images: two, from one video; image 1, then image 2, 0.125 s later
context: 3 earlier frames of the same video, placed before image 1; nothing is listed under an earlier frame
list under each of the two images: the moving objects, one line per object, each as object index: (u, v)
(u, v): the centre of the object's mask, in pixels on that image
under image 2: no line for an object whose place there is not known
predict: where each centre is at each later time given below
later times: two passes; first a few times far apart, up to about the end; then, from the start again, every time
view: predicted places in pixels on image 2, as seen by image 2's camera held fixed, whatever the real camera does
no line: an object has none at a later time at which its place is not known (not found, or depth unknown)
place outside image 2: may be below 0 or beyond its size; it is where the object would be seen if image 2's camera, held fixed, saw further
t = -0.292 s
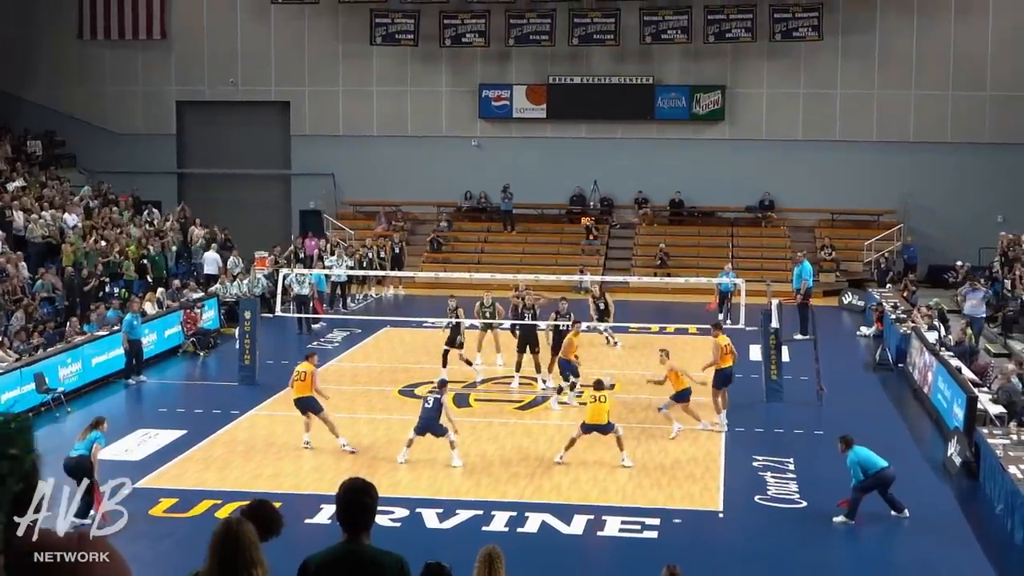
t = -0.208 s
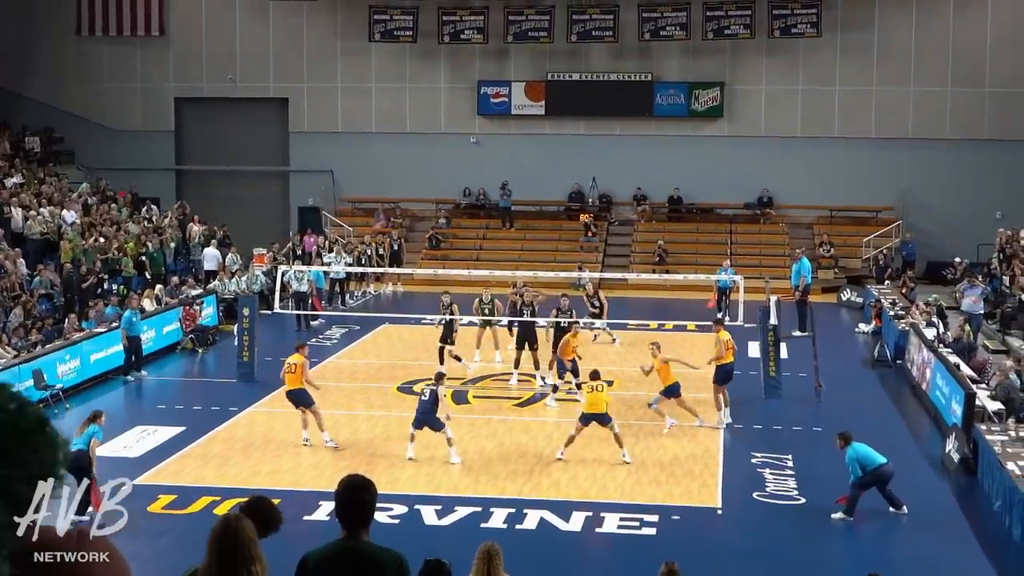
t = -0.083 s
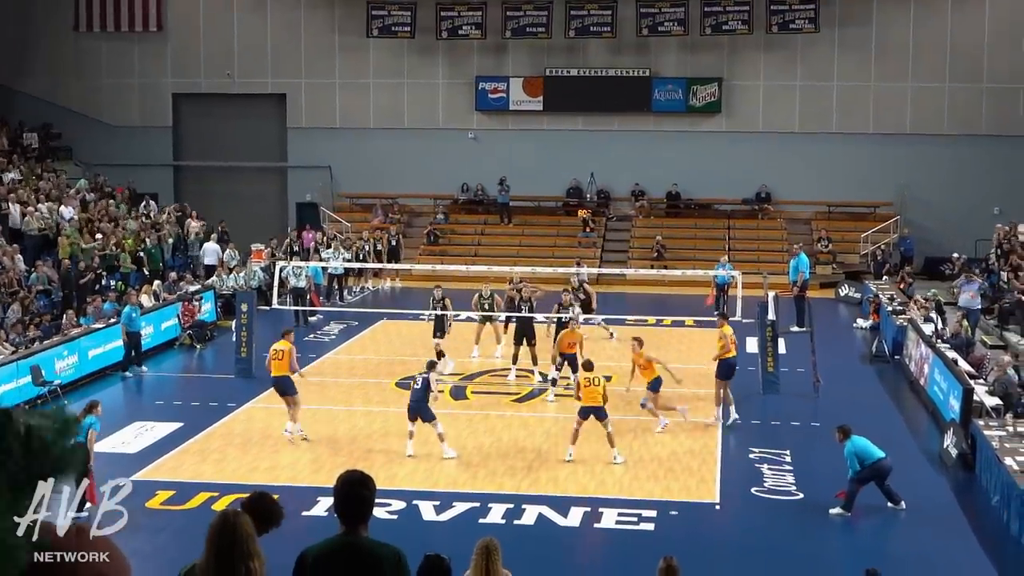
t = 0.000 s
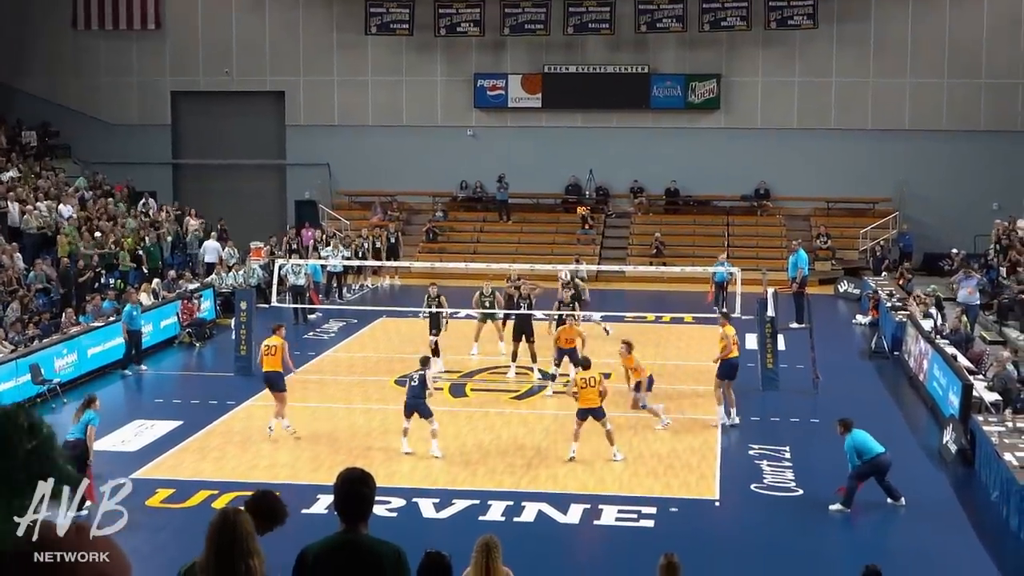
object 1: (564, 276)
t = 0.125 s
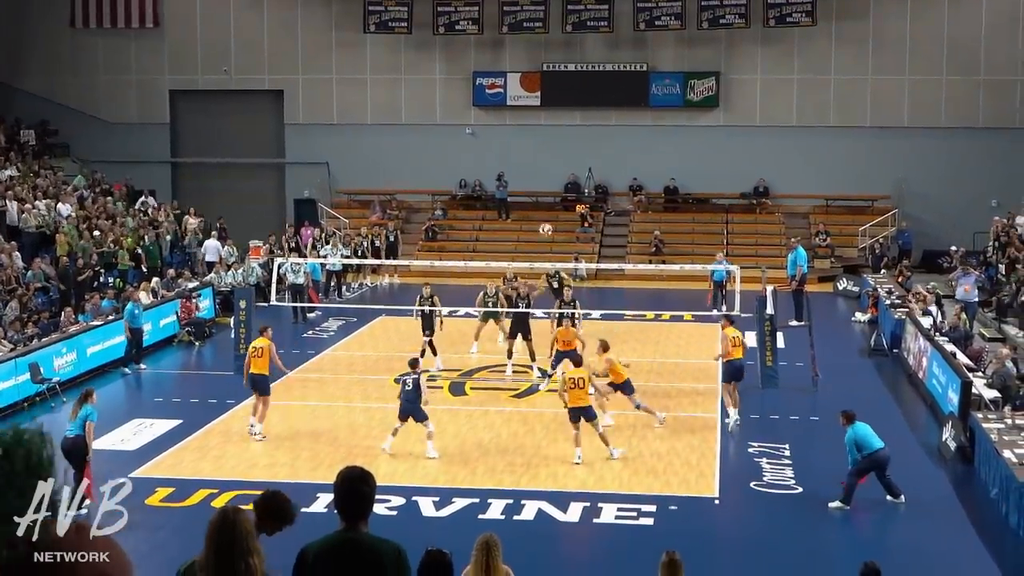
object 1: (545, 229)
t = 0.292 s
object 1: (524, 190)
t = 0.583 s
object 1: (489, 155)
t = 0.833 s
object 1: (461, 161)
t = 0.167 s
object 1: (540, 217)
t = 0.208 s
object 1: (535, 208)
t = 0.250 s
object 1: (530, 198)
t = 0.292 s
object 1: (524, 190)
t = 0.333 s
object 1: (520, 182)
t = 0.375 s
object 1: (513, 174)
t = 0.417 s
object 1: (508, 168)
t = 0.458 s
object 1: (503, 164)
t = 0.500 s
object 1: (498, 160)
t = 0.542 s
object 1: (494, 157)
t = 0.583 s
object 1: (489, 155)
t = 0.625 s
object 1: (483, 154)
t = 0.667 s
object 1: (479, 154)
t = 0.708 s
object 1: (474, 154)
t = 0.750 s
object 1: (470, 156)
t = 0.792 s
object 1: (465, 158)
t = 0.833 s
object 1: (461, 161)
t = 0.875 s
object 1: (455, 166)
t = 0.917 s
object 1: (451, 171)
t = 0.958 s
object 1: (447, 176)
